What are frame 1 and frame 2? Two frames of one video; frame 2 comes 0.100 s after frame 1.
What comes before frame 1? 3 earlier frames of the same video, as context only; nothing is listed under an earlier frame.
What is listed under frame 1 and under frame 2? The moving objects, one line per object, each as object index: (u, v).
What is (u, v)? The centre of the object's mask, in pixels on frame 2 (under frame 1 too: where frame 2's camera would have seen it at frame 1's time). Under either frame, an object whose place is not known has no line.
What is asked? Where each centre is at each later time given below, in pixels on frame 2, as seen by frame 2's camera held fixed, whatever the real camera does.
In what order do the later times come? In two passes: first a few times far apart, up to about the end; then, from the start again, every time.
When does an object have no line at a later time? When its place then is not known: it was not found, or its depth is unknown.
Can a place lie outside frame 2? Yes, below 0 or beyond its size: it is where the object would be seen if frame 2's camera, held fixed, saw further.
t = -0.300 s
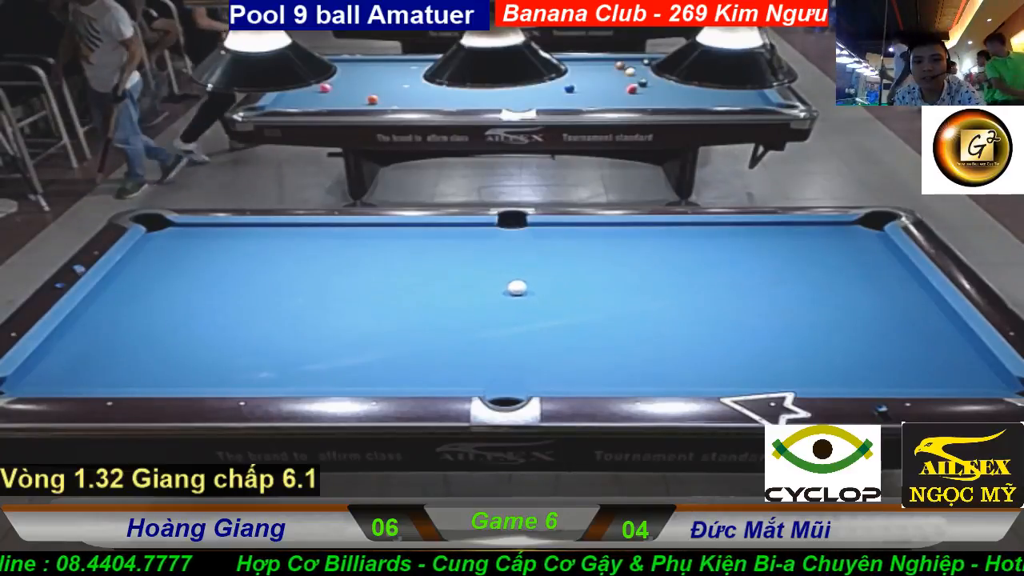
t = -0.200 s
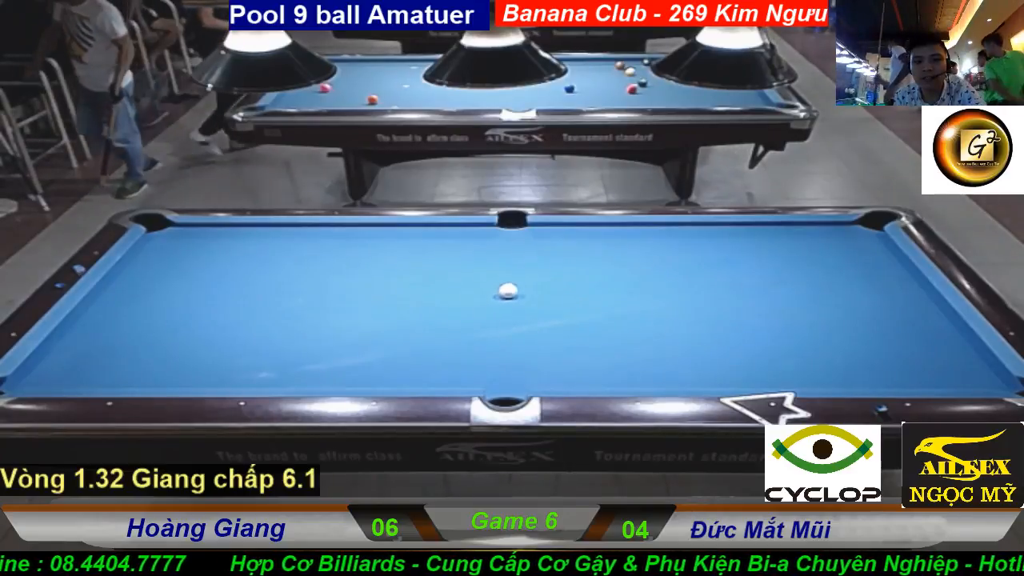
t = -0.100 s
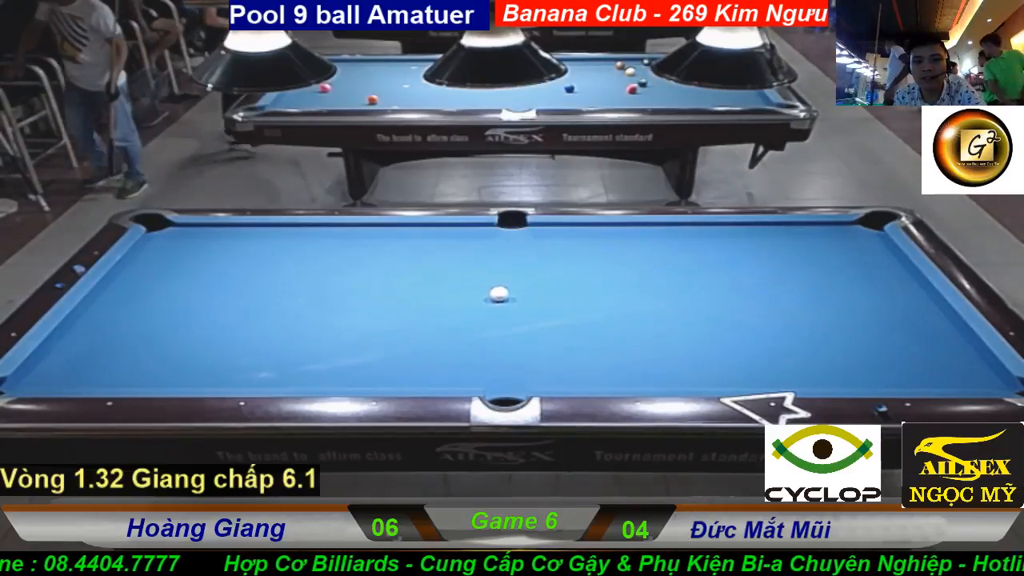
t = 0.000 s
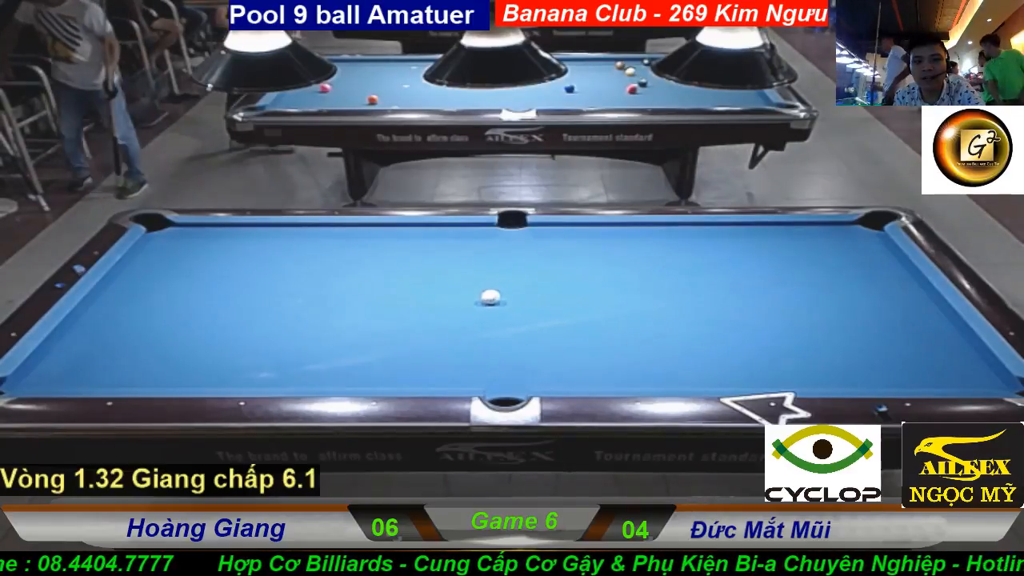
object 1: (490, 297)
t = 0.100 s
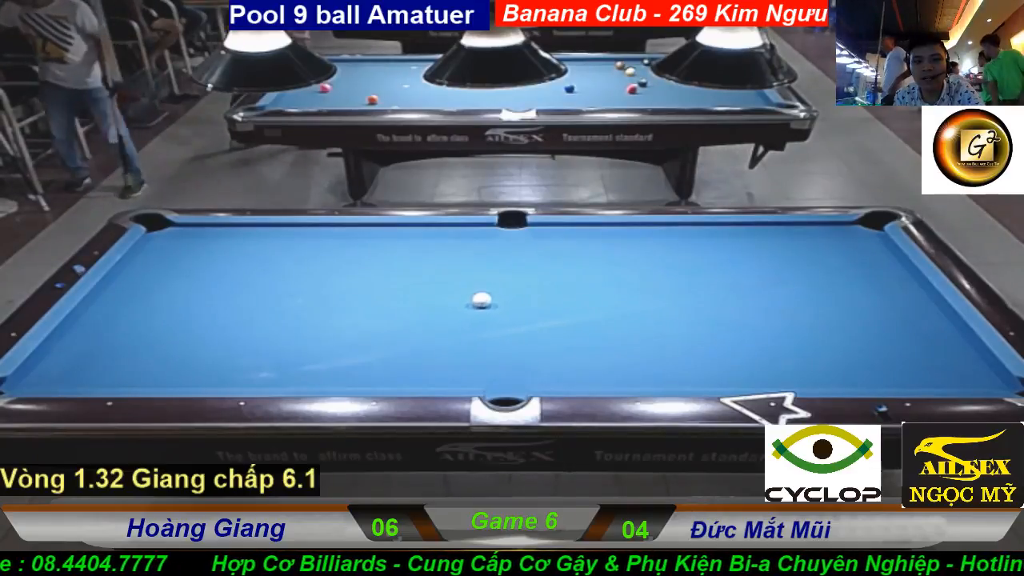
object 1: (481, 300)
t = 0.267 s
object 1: (467, 305)
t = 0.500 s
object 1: (448, 312)
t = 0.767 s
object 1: (428, 319)
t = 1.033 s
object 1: (408, 325)
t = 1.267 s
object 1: (393, 331)
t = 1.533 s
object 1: (377, 337)
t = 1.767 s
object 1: (364, 341)
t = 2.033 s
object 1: (351, 346)
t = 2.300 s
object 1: (340, 350)
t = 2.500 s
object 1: (331, 354)
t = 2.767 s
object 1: (323, 357)
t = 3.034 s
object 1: (319, 358)
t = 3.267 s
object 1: (316, 359)
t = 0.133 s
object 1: (478, 301)
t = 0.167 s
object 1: (476, 302)
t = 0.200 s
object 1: (472, 303)
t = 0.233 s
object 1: (470, 304)
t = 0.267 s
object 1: (467, 305)
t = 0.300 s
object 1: (464, 306)
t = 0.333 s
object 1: (462, 307)
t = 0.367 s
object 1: (459, 308)
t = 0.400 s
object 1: (456, 309)
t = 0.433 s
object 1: (453, 310)
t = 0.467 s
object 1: (451, 311)
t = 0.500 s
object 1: (448, 312)
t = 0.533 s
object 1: (445, 313)
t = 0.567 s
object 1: (443, 313)
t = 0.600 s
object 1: (440, 314)
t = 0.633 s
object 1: (438, 315)
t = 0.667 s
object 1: (435, 316)
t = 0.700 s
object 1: (432, 317)
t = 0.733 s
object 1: (430, 318)
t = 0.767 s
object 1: (428, 319)
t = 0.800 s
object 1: (425, 319)
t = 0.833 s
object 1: (423, 320)
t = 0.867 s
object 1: (420, 321)
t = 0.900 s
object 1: (418, 322)
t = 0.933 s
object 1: (415, 323)
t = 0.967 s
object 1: (413, 324)
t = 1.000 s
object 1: (410, 325)
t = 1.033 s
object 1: (408, 325)
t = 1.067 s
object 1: (406, 326)
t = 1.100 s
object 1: (404, 327)
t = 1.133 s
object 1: (401, 328)
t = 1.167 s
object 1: (399, 329)
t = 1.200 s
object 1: (397, 329)
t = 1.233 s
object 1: (395, 330)
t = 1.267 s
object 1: (393, 331)
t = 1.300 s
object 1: (391, 331)
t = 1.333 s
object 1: (389, 332)
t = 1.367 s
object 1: (387, 333)
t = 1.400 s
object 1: (385, 334)
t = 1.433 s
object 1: (382, 335)
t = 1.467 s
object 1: (380, 335)
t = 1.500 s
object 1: (379, 336)
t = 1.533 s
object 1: (377, 337)
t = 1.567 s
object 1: (375, 337)
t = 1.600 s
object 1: (373, 338)
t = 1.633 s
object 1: (371, 339)
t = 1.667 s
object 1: (369, 339)
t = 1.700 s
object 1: (368, 340)
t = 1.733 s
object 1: (366, 341)
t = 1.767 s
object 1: (364, 341)
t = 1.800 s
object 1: (362, 342)
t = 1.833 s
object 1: (361, 343)
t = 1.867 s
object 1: (359, 343)
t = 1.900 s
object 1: (357, 344)
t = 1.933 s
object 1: (356, 344)
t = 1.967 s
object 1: (354, 345)
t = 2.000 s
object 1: (351, 346)
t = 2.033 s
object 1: (351, 346)
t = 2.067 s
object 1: (350, 347)
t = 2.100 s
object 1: (348, 347)
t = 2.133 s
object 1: (347, 348)
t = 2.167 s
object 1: (345, 348)
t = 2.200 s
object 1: (344, 349)
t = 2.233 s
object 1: (343, 349)
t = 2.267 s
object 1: (341, 350)
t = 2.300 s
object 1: (340, 350)
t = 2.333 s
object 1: (339, 351)
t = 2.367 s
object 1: (338, 351)
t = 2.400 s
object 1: (335, 352)
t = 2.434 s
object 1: (333, 353)
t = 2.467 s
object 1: (332, 353)
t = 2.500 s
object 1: (331, 354)
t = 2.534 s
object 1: (330, 354)
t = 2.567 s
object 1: (329, 355)
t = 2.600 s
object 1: (328, 355)
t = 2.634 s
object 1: (327, 355)
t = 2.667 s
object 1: (326, 356)
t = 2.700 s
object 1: (325, 356)
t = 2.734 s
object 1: (325, 356)
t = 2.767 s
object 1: (323, 357)
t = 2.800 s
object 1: (322, 357)
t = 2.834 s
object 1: (322, 357)
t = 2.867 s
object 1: (321, 357)
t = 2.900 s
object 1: (321, 357)
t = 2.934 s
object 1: (320, 358)
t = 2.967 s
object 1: (320, 358)
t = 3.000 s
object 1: (319, 358)
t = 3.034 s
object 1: (319, 358)
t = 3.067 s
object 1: (318, 358)
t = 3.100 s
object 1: (318, 359)
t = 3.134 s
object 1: (317, 359)
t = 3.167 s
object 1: (317, 359)
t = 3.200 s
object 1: (317, 359)
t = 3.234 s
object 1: (317, 359)
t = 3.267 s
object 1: (316, 359)
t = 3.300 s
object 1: (316, 359)
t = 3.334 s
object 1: (316, 360)
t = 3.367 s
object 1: (316, 360)
